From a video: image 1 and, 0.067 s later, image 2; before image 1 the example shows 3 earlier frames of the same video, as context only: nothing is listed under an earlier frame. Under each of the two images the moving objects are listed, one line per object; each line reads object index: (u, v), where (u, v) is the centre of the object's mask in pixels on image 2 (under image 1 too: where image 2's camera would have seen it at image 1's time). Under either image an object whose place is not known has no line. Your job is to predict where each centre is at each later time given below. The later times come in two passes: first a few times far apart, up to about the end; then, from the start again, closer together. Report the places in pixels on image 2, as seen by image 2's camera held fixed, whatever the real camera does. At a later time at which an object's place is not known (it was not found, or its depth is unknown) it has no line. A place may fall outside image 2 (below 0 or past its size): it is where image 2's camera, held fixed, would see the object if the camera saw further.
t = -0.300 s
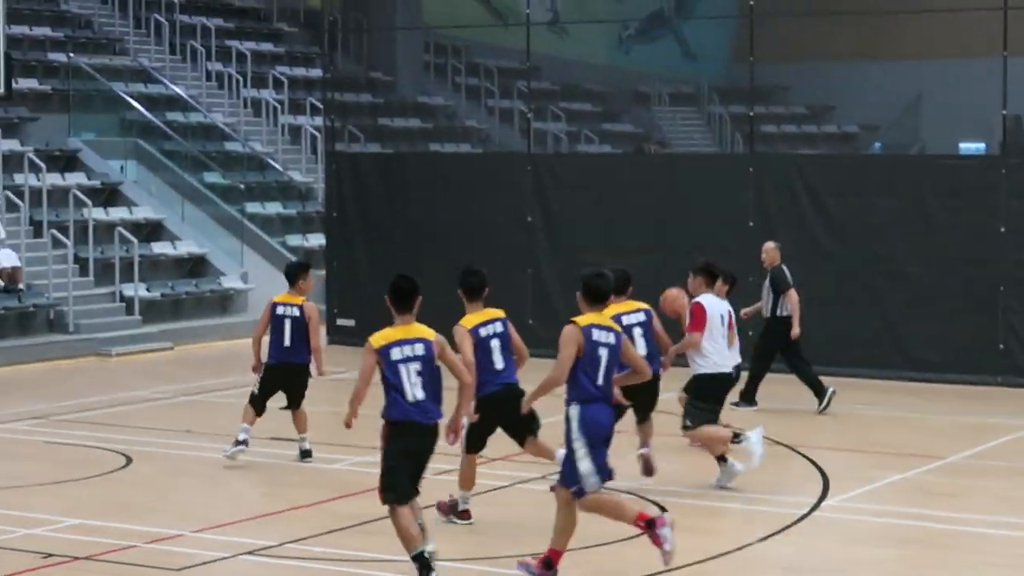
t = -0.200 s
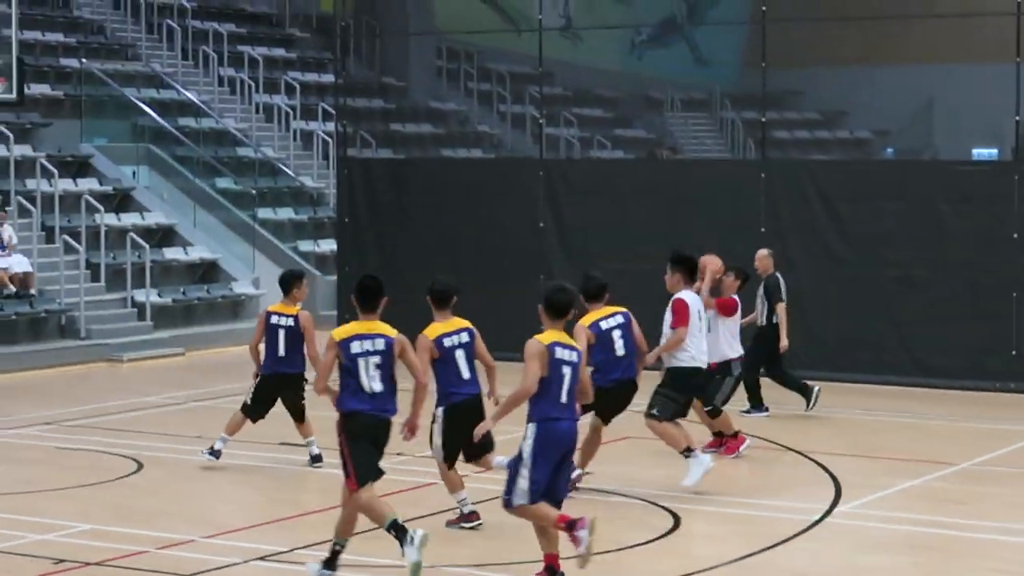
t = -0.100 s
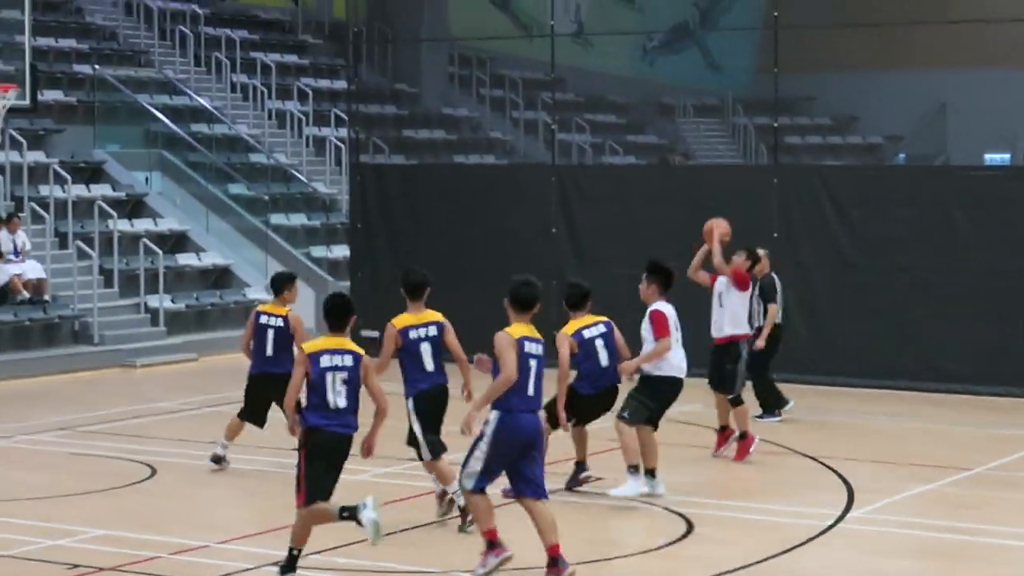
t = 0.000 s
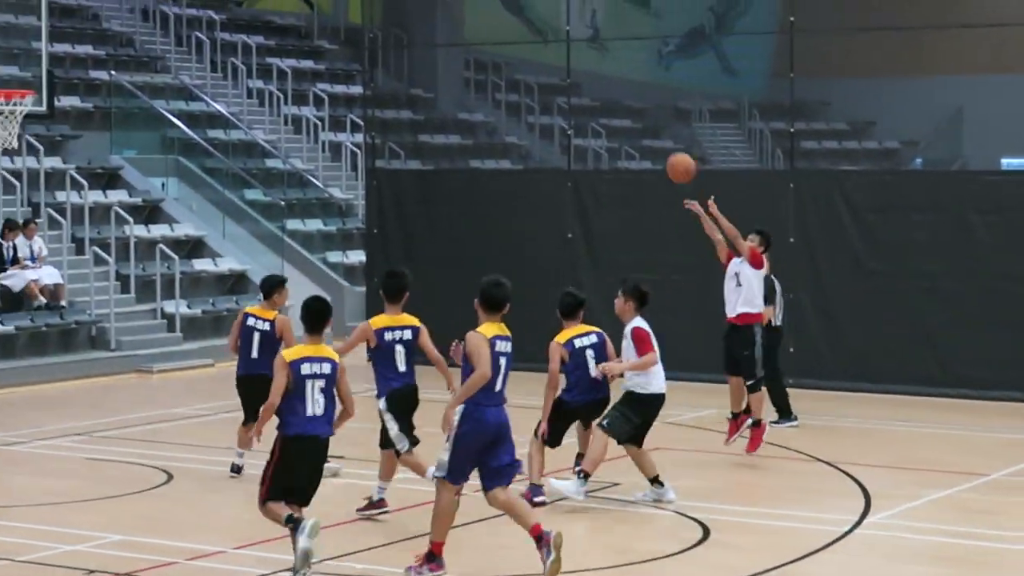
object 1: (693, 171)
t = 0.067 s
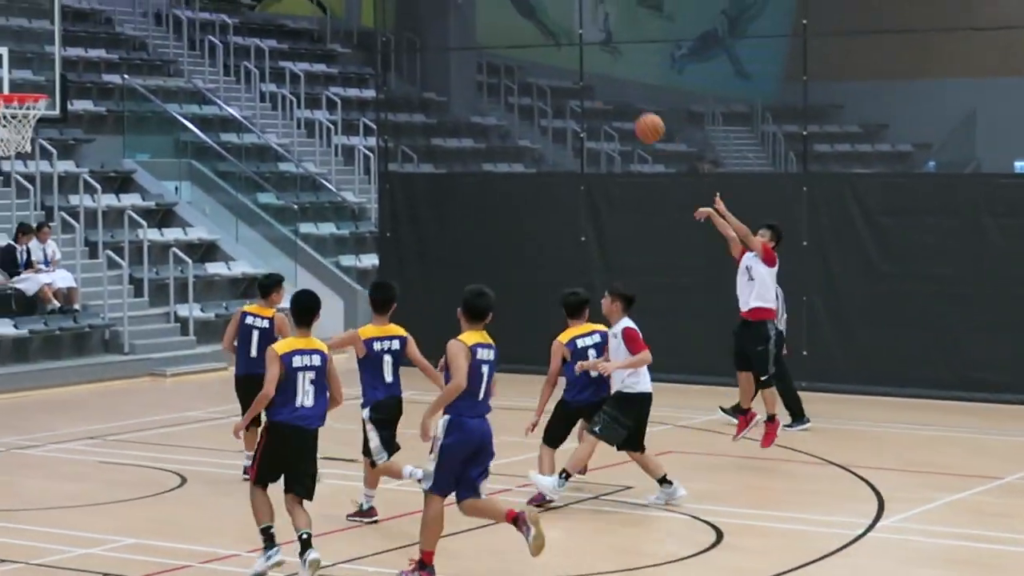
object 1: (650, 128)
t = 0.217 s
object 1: (551, 50)
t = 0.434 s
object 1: (409, -11)
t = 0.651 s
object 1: (262, -24)
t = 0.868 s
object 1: (121, 21)
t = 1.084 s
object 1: (6, 78)
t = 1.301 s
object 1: (-55, 97)
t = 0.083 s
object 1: (639, 118)
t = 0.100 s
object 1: (627, 108)
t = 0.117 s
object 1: (616, 99)
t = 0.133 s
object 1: (605, 90)
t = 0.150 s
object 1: (595, 82)
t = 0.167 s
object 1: (584, 74)
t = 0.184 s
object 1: (573, 66)
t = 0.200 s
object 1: (561, 58)
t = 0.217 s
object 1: (551, 50)
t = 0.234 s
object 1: (540, 44)
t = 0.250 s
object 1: (530, 37)
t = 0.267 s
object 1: (518, 31)
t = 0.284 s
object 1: (507, 24)
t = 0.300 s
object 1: (496, 19)
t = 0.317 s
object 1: (485, 13)
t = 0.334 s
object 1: (474, 8)
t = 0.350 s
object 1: (464, 3)
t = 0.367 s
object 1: (453, -1)
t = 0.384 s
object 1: (442, -4)
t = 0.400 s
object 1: (431, -7)
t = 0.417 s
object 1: (420, -10)
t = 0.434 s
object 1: (409, -11)
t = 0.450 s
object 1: (399, -13)
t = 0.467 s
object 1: (388, -15)
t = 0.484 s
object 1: (377, -17)
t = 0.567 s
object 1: (318, -23)
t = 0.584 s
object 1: (307, -24)
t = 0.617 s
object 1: (285, -24)
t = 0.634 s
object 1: (275, -24)
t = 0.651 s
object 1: (262, -24)
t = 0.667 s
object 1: (253, -24)
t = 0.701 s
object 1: (229, -22)
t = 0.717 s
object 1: (217, -19)
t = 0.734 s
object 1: (209, -16)
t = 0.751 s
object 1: (199, -12)
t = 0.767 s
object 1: (188, -8)
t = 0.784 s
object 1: (178, -5)
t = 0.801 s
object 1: (166, 0)
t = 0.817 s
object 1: (155, 5)
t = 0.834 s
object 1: (144, 10)
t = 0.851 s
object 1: (130, 15)
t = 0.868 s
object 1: (121, 21)
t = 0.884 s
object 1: (109, 27)
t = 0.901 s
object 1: (99, 33)
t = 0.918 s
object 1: (87, 41)
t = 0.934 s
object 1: (76, 48)
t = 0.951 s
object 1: (65, 56)
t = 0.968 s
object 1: (53, 65)
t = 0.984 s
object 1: (41, 73)
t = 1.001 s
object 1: (30, 81)
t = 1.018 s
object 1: (24, 84)
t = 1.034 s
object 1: (20, 83)
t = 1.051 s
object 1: (15, 81)
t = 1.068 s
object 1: (10, 80)
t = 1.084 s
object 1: (6, 78)
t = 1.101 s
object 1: (0, 78)
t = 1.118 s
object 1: (-4, 78)
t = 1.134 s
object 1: (-8, 77)
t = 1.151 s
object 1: (-13, 78)
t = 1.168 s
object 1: (-18, 79)
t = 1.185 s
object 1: (-22, 80)
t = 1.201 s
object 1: (-27, 80)
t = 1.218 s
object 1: (-31, 82)
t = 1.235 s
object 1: (-36, 85)
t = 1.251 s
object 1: (-41, 88)
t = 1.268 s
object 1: (-45, 90)
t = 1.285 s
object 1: (-50, 93)
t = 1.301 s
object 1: (-55, 97)
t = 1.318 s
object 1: (-59, 102)
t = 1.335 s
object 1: (-64, 106)
